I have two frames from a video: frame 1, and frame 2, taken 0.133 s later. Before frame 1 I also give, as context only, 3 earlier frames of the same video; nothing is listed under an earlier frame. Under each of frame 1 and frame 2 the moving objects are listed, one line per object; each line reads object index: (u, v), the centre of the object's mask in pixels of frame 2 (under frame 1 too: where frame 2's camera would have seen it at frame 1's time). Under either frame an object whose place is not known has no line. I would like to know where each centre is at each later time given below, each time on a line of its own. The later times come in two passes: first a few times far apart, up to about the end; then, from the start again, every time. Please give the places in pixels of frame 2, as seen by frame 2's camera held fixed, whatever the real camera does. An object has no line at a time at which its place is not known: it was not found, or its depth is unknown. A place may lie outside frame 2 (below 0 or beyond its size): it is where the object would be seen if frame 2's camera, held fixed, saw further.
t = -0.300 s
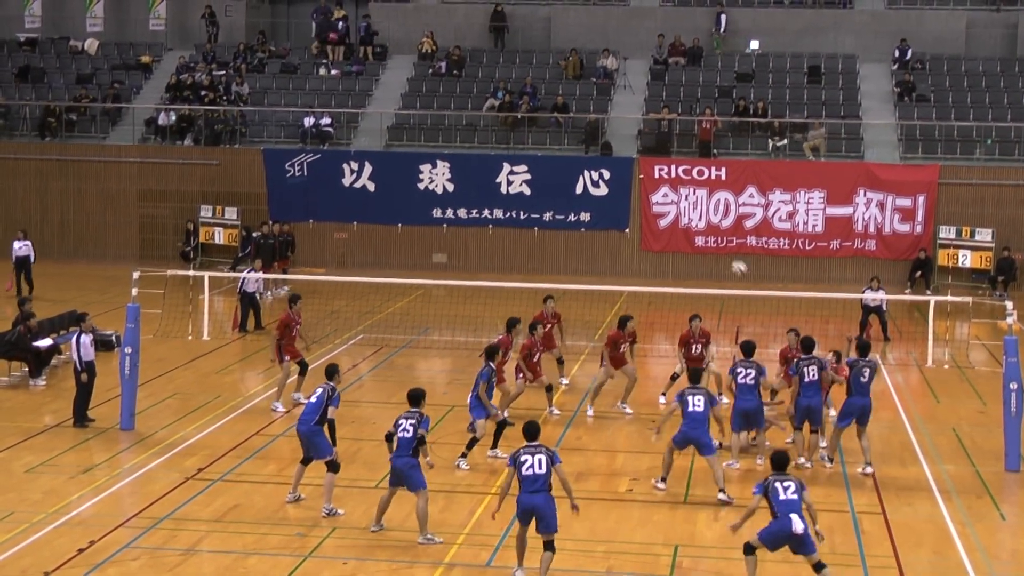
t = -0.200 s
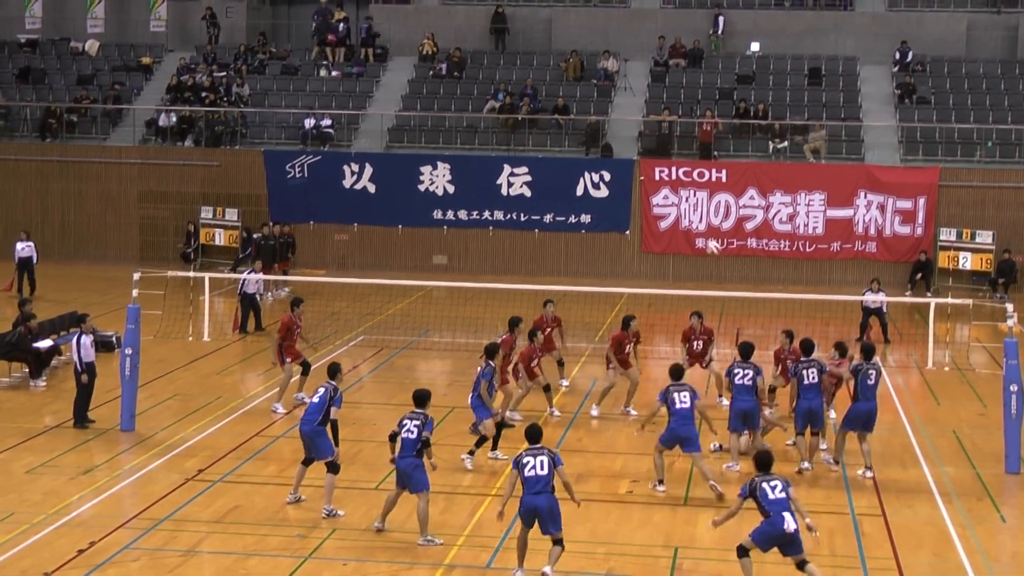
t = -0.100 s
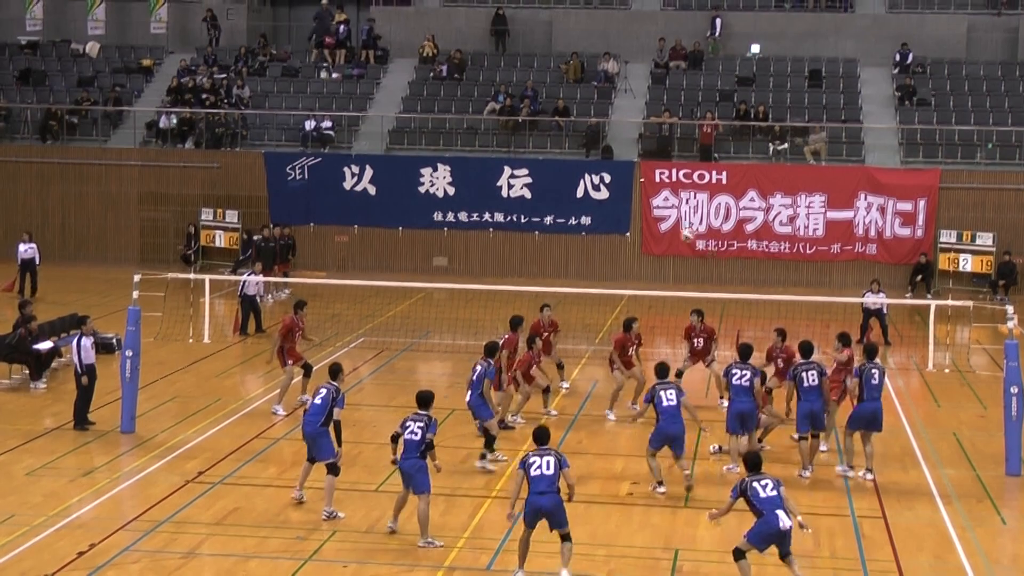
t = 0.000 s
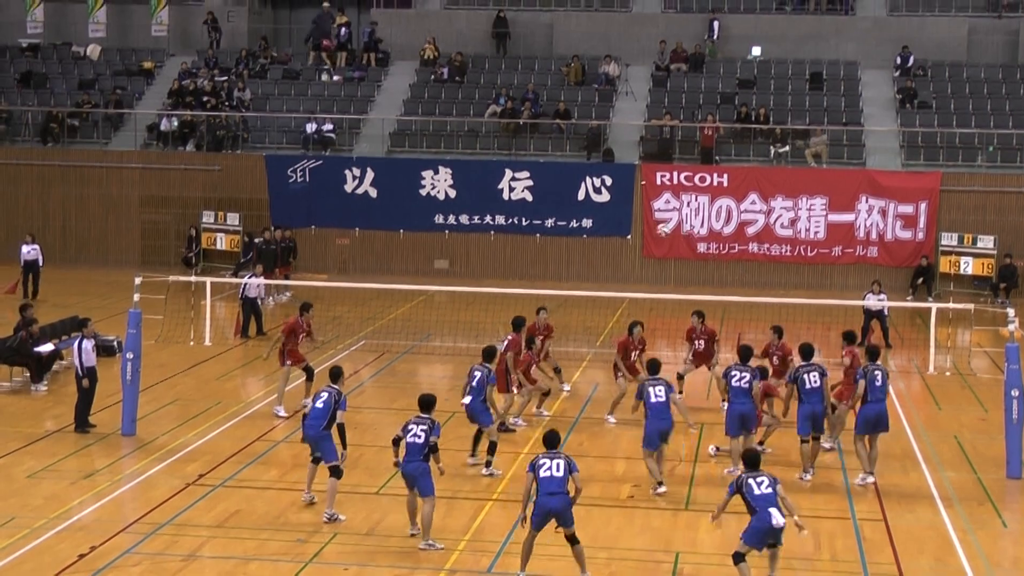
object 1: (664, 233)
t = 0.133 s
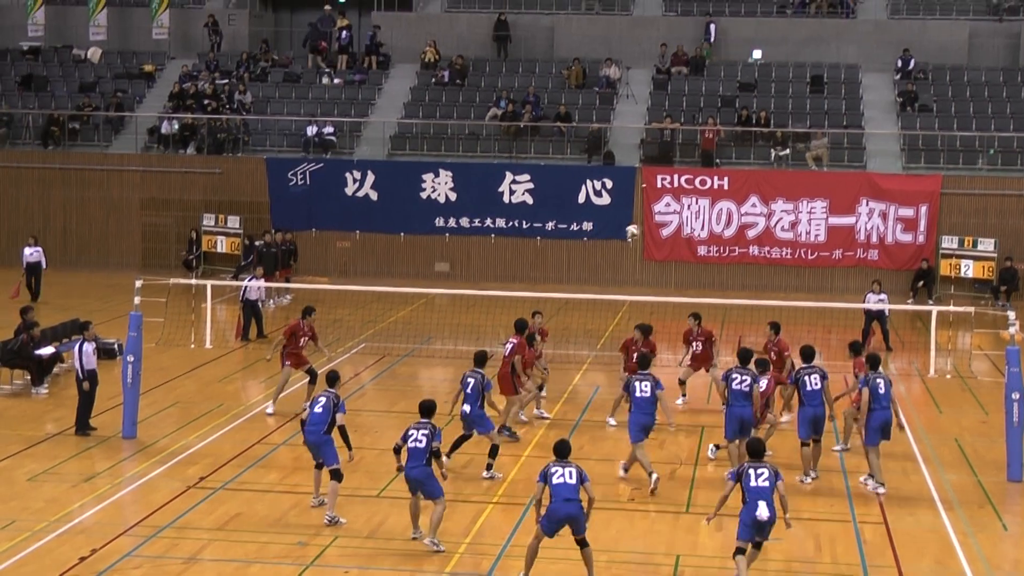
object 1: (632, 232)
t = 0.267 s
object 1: (601, 240)
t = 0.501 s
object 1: (549, 280)
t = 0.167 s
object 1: (624, 233)
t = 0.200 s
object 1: (616, 234)
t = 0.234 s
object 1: (609, 237)
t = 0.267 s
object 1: (601, 240)
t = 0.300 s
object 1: (593, 245)
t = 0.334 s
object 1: (586, 248)
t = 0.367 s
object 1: (578, 254)
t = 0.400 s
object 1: (571, 260)
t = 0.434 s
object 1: (563, 265)
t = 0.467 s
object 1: (556, 273)
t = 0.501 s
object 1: (549, 280)
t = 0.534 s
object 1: (541, 288)
